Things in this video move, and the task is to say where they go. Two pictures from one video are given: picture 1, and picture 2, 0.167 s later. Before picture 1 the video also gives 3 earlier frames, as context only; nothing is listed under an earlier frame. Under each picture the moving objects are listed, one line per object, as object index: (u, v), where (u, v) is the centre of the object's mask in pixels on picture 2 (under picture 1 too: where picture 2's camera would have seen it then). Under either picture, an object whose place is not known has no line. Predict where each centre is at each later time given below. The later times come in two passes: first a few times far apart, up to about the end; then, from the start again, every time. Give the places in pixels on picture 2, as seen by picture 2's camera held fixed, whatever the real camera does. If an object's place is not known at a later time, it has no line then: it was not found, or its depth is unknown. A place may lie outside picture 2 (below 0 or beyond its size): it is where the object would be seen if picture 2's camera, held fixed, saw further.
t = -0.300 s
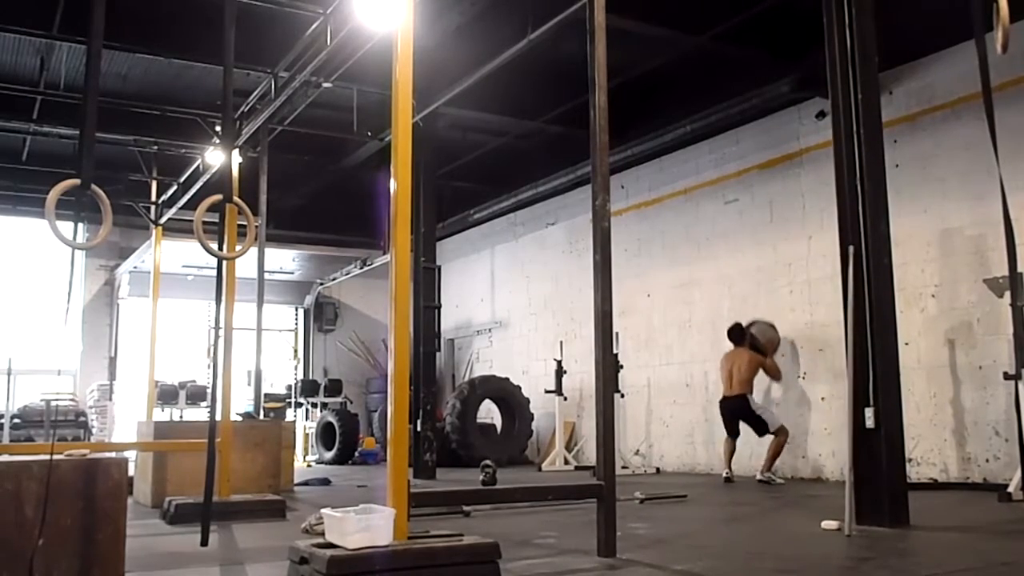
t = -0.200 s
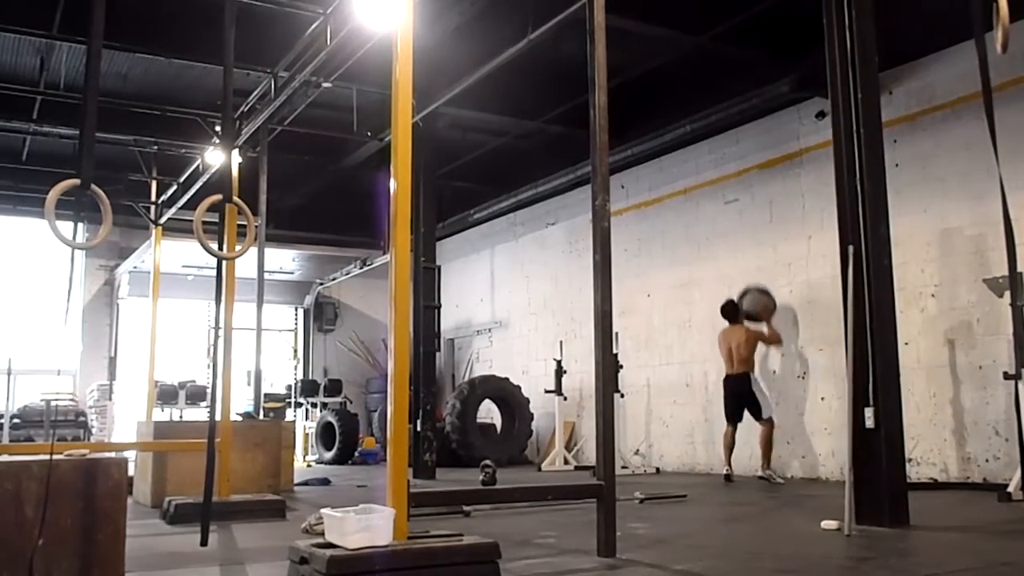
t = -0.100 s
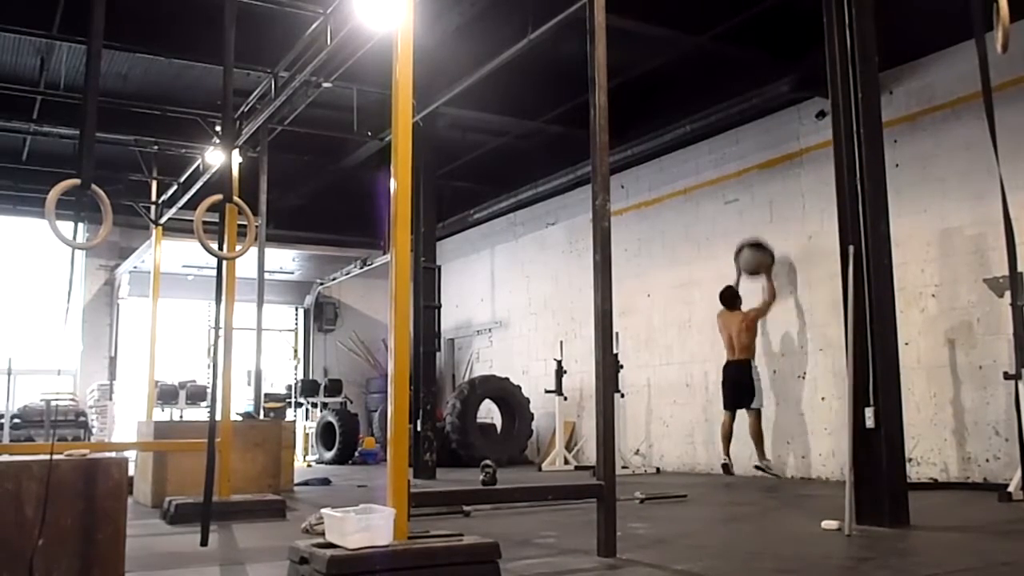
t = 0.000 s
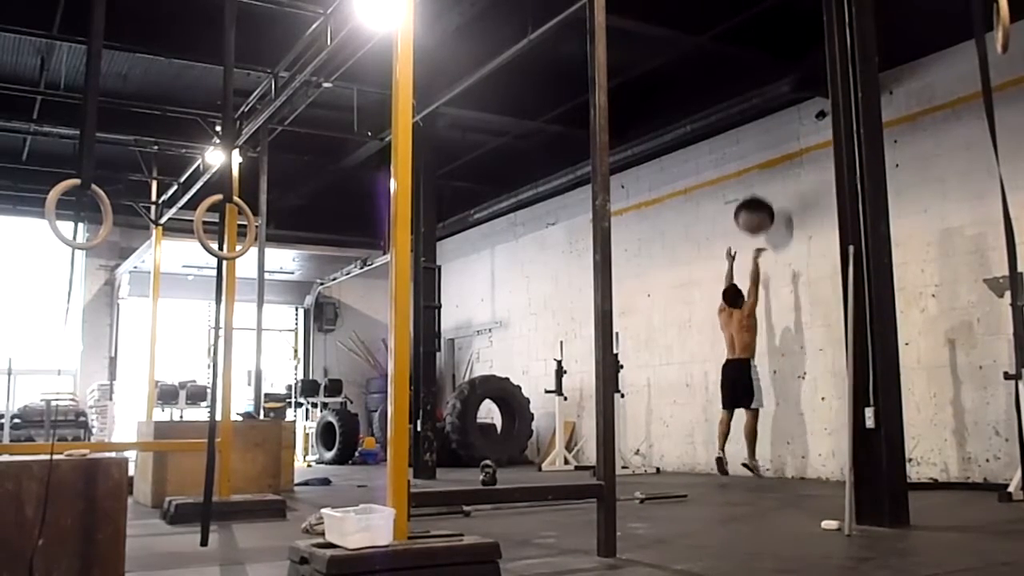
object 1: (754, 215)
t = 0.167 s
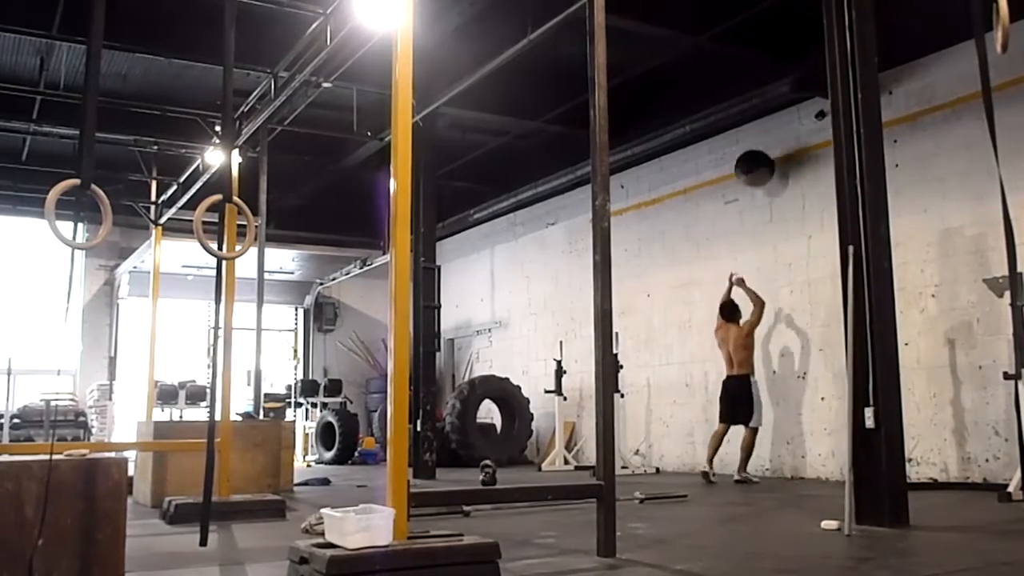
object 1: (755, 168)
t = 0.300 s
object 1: (756, 151)
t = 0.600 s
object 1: (759, 173)
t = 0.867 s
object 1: (757, 267)
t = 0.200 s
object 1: (755, 162)
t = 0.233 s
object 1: (755, 158)
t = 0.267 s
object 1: (756, 154)
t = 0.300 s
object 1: (756, 151)
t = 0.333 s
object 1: (758, 150)
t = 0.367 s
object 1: (758, 149)
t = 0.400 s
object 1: (759, 150)
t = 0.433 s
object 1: (759, 151)
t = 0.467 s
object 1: (759, 154)
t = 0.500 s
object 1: (759, 157)
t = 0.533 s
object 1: (759, 162)
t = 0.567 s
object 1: (758, 167)
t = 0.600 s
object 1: (759, 173)
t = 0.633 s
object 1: (758, 181)
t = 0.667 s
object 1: (757, 190)
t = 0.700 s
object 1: (757, 200)
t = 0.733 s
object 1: (757, 211)
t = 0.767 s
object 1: (756, 223)
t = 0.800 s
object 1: (756, 237)
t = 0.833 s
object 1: (757, 251)
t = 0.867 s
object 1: (757, 267)
